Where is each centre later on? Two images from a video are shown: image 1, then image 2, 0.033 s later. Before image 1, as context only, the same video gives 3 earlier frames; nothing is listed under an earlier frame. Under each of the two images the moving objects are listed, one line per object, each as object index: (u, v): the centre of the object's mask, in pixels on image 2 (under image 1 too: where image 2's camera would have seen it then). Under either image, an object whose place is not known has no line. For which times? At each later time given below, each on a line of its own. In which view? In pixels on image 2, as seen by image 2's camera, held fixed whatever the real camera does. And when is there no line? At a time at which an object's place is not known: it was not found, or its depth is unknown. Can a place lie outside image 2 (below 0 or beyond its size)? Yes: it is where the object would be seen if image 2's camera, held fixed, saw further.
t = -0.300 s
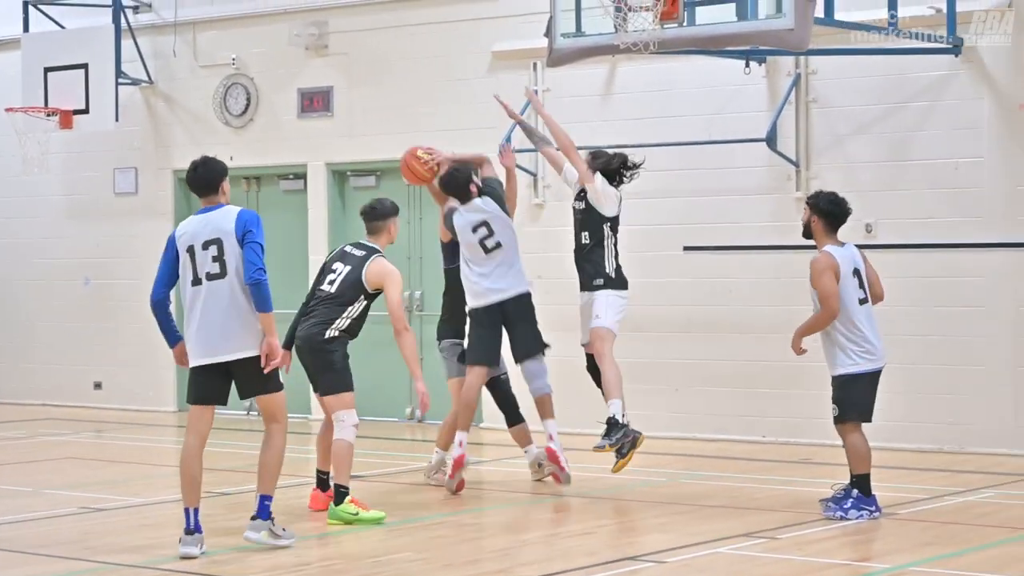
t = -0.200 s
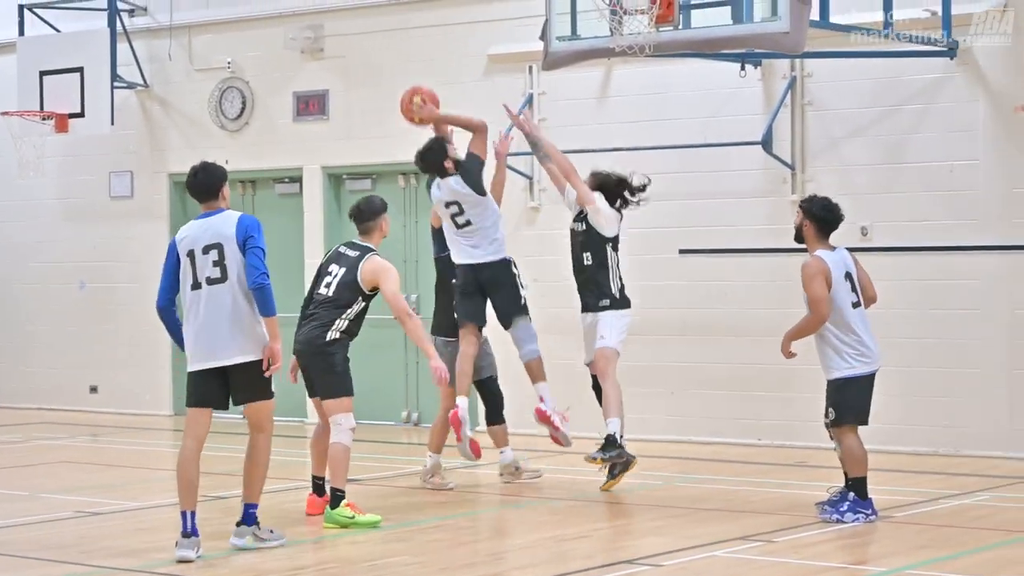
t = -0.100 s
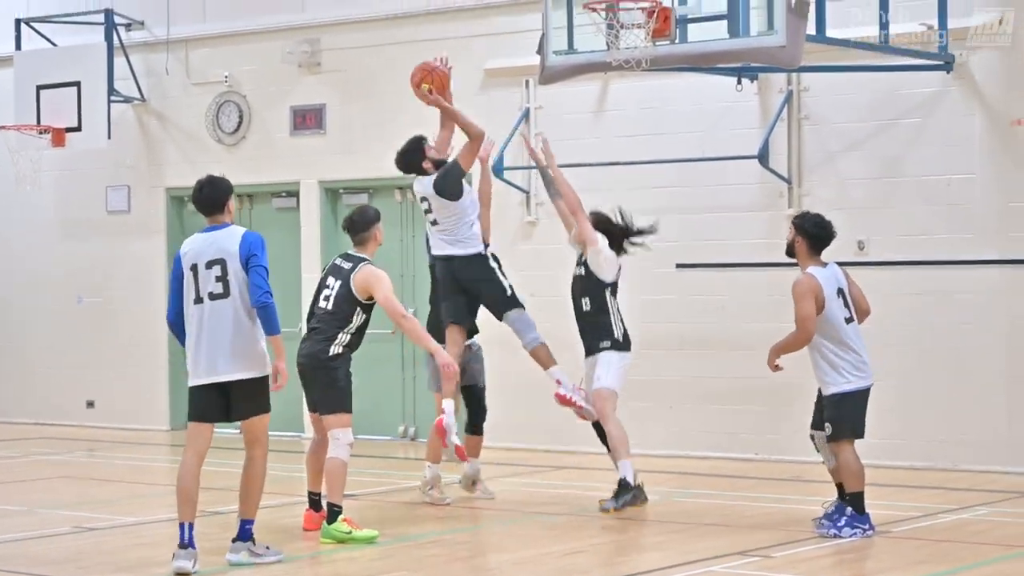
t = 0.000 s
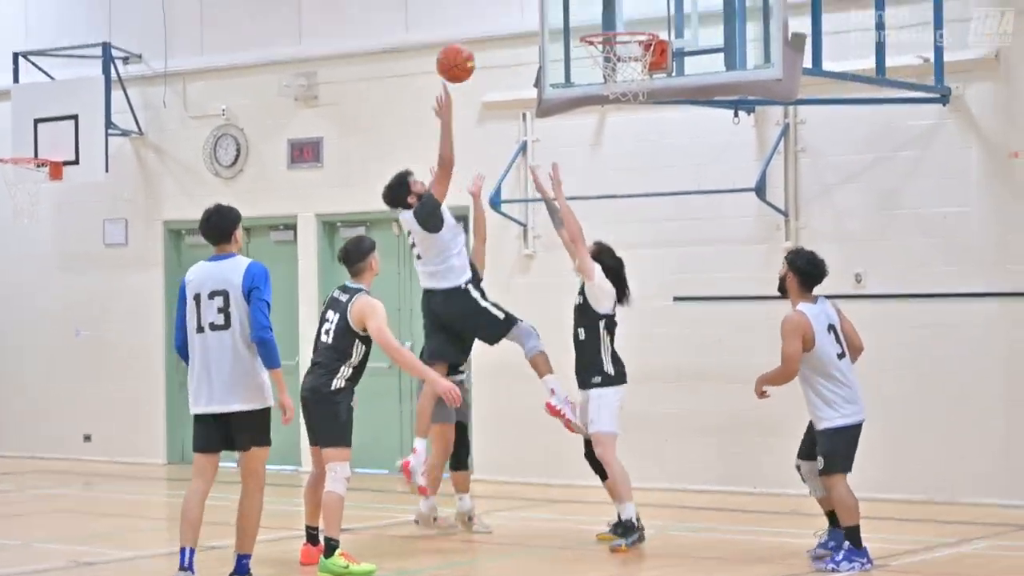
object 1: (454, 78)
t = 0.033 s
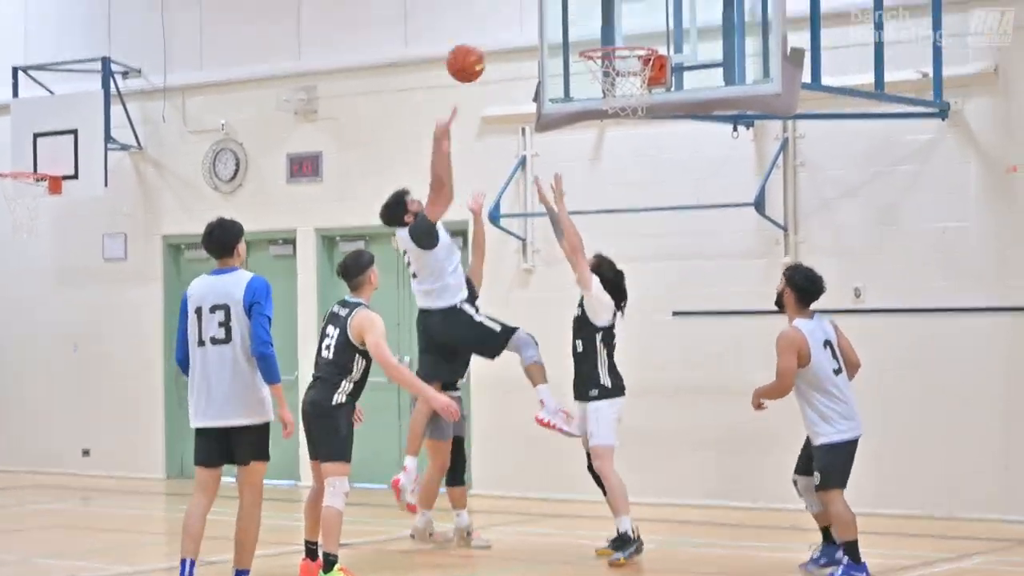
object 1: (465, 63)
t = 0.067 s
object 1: (477, 48)
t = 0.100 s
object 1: (488, 36)
